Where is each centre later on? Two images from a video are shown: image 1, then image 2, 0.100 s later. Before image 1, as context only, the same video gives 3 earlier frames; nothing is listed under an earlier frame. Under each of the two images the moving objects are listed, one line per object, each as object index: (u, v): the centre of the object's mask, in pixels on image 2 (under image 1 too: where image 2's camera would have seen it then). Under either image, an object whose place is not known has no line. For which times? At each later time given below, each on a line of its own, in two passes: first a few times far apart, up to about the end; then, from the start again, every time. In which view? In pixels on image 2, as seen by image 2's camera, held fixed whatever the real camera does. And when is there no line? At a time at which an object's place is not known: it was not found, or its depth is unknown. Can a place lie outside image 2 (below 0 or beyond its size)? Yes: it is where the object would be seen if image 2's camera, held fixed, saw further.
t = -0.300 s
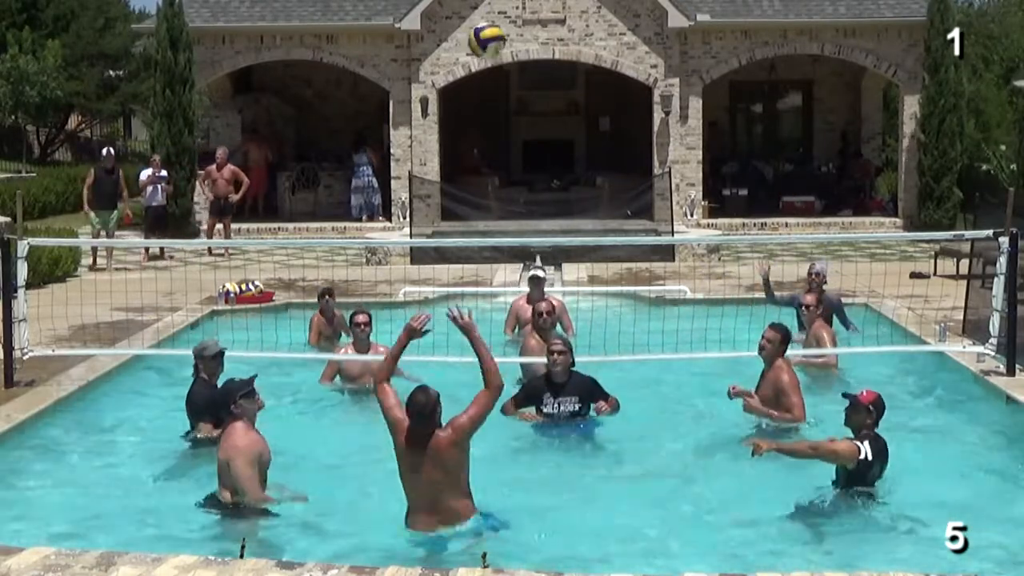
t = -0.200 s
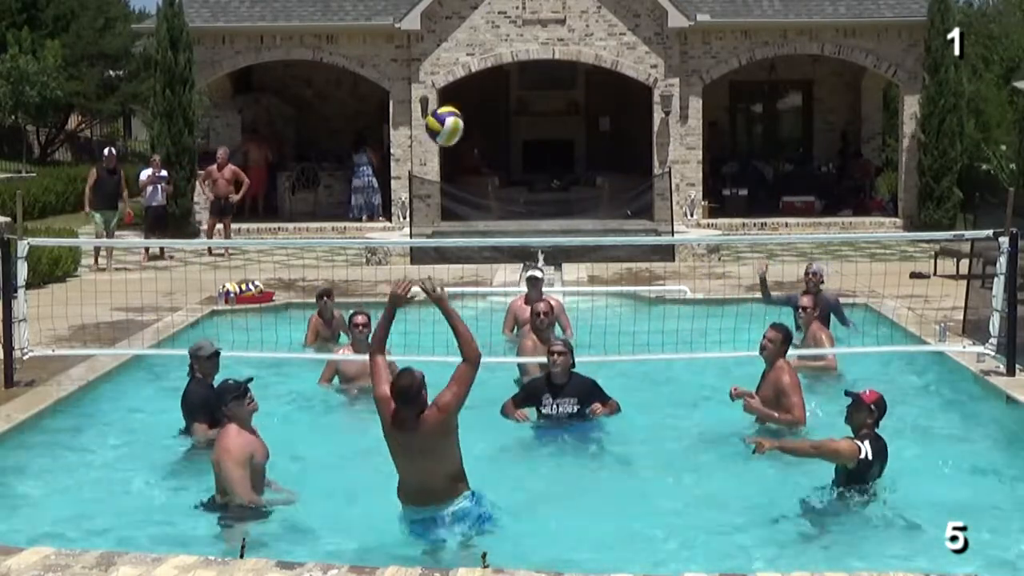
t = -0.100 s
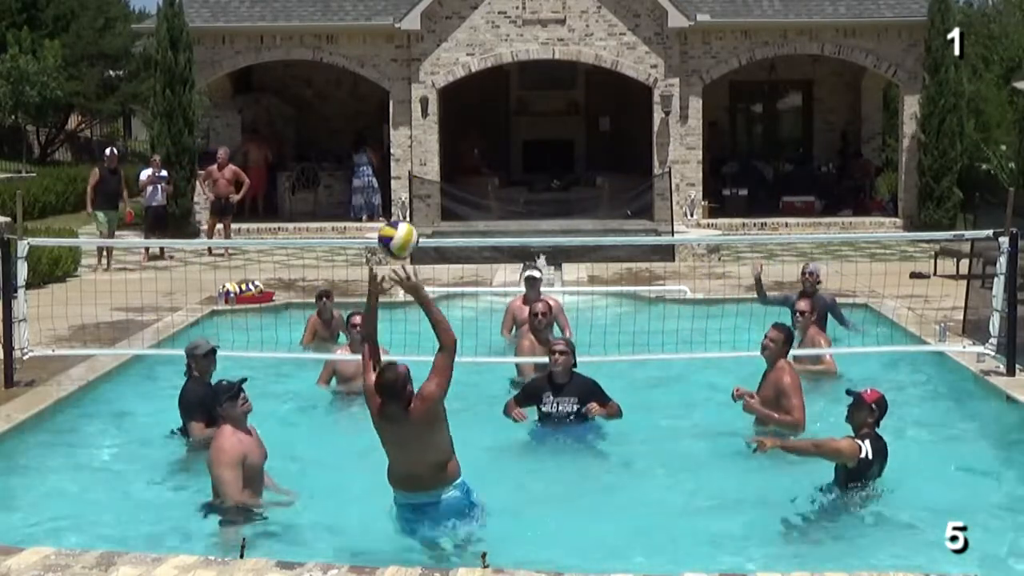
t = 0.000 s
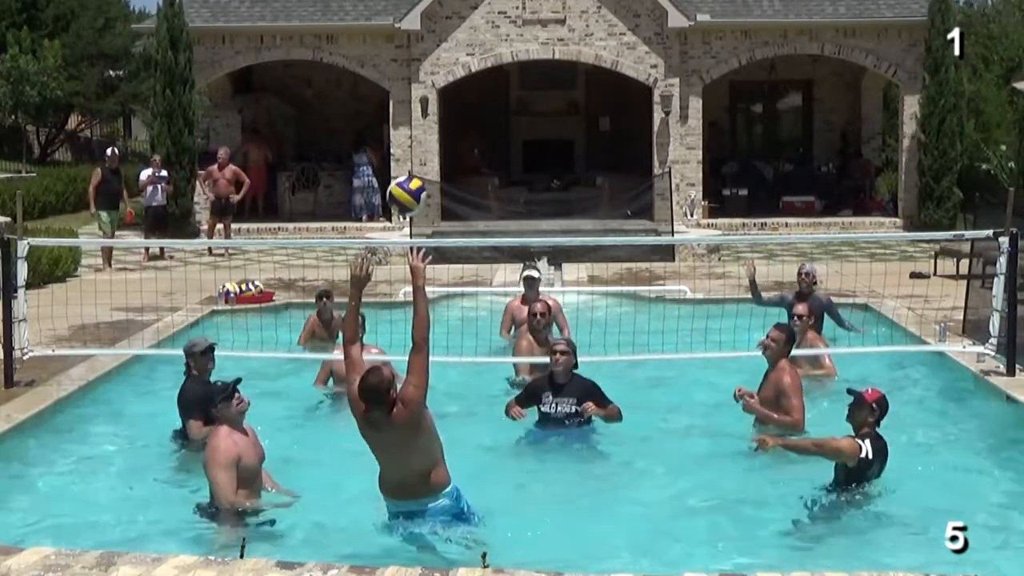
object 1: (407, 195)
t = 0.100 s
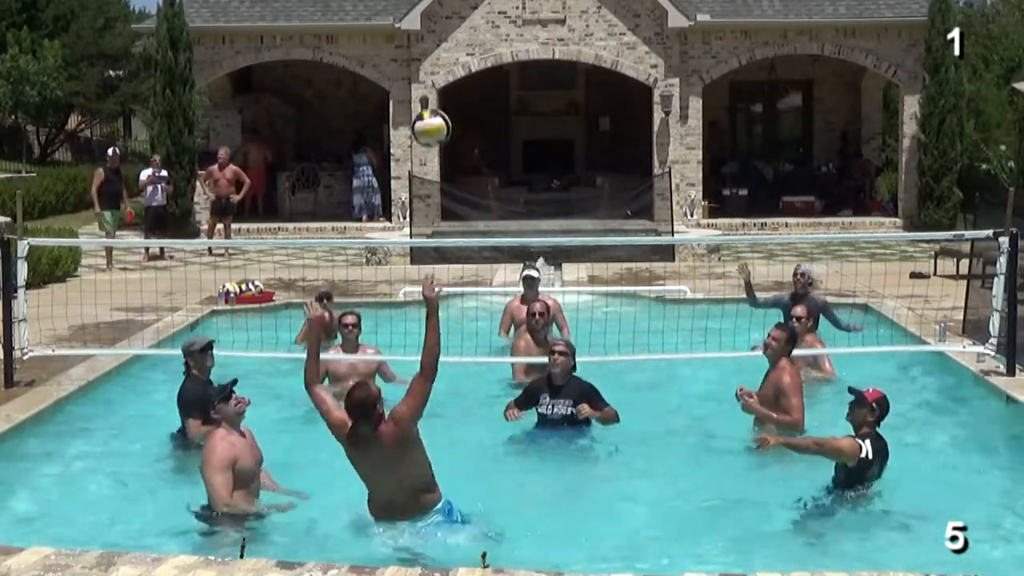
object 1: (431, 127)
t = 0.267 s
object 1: (471, 64)
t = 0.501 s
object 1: (520, 60)
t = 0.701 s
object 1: (557, 124)
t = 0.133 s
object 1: (439, 110)
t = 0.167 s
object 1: (447, 97)
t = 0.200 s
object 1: (455, 83)
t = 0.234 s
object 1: (463, 73)
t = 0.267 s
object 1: (471, 64)
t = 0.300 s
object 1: (478, 57)
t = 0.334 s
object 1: (485, 53)
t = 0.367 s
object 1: (493, 50)
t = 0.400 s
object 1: (499, 49)
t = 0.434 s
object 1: (506, 51)
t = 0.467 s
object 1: (514, 54)
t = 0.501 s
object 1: (520, 60)
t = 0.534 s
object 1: (527, 67)
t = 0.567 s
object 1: (533, 75)
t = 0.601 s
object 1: (539, 86)
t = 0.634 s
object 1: (546, 97)
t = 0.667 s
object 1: (551, 110)
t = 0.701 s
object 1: (557, 124)
